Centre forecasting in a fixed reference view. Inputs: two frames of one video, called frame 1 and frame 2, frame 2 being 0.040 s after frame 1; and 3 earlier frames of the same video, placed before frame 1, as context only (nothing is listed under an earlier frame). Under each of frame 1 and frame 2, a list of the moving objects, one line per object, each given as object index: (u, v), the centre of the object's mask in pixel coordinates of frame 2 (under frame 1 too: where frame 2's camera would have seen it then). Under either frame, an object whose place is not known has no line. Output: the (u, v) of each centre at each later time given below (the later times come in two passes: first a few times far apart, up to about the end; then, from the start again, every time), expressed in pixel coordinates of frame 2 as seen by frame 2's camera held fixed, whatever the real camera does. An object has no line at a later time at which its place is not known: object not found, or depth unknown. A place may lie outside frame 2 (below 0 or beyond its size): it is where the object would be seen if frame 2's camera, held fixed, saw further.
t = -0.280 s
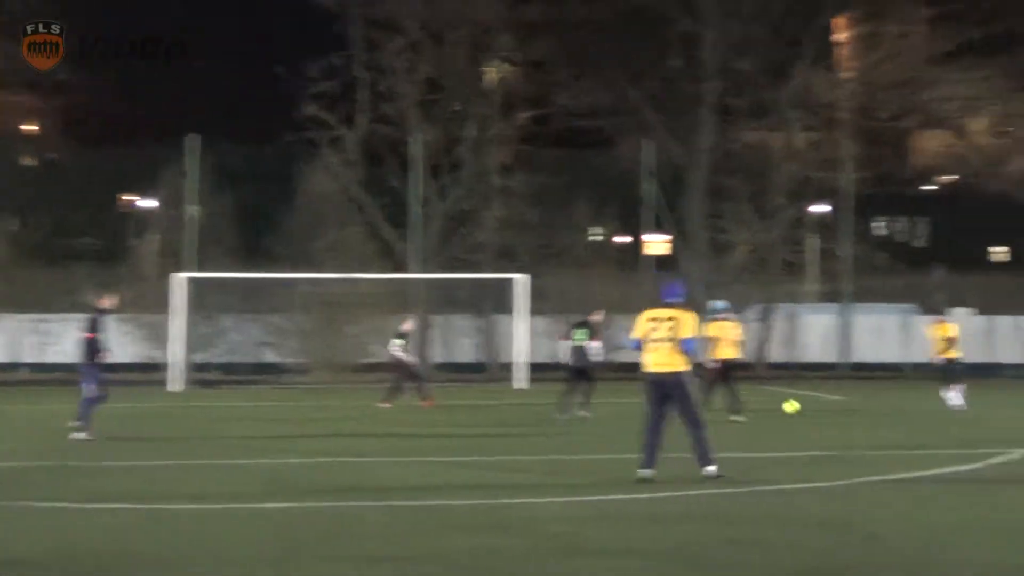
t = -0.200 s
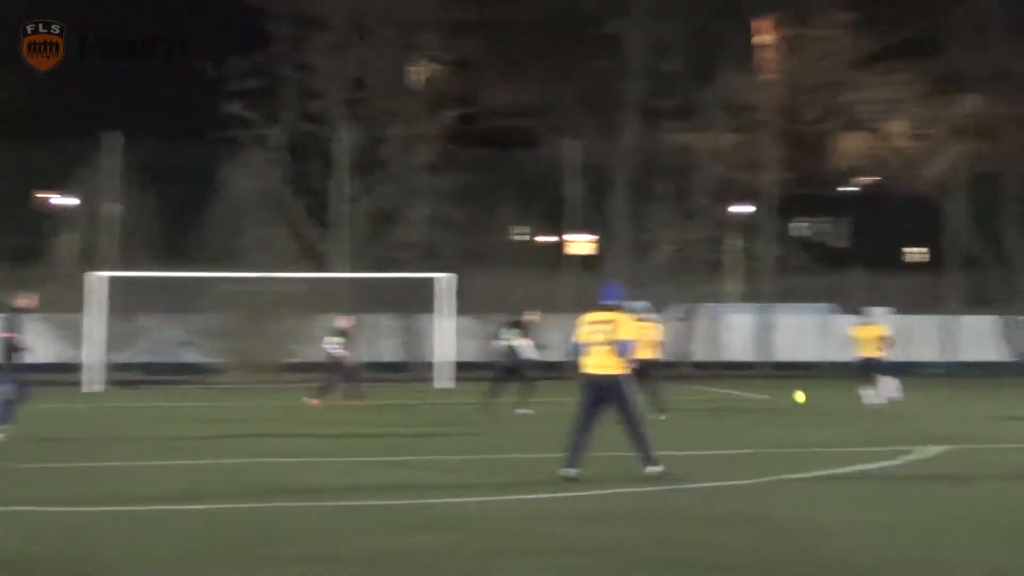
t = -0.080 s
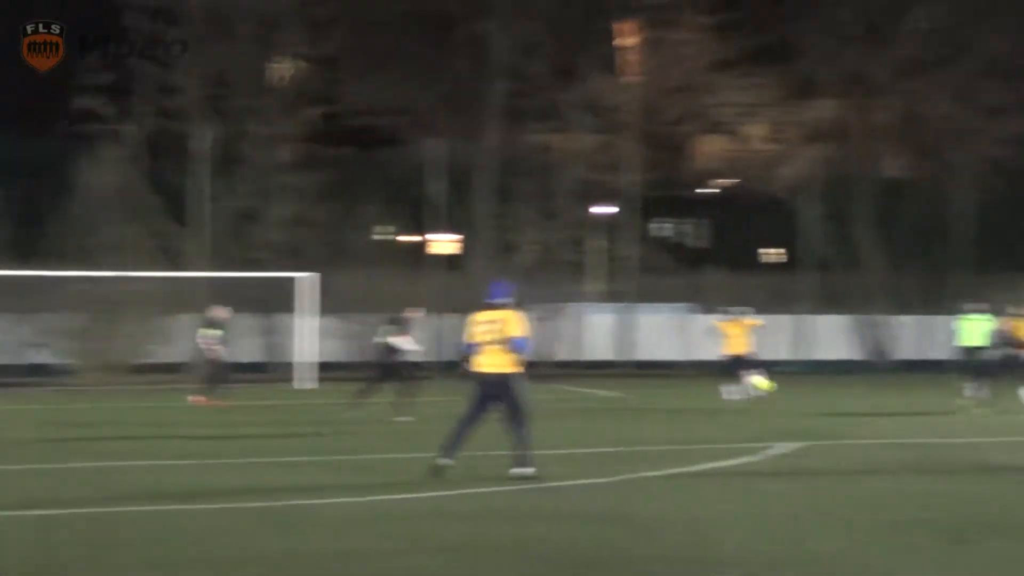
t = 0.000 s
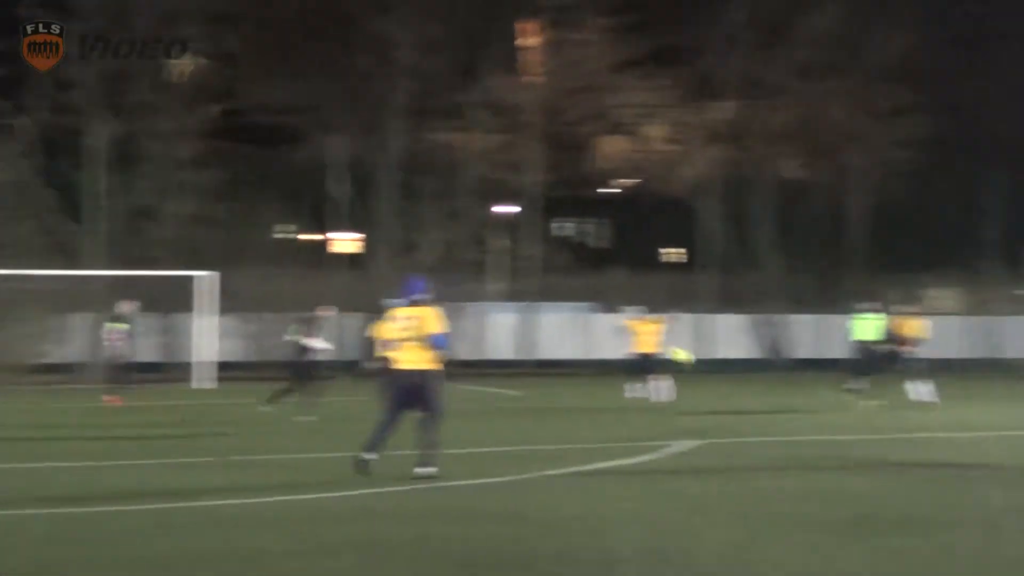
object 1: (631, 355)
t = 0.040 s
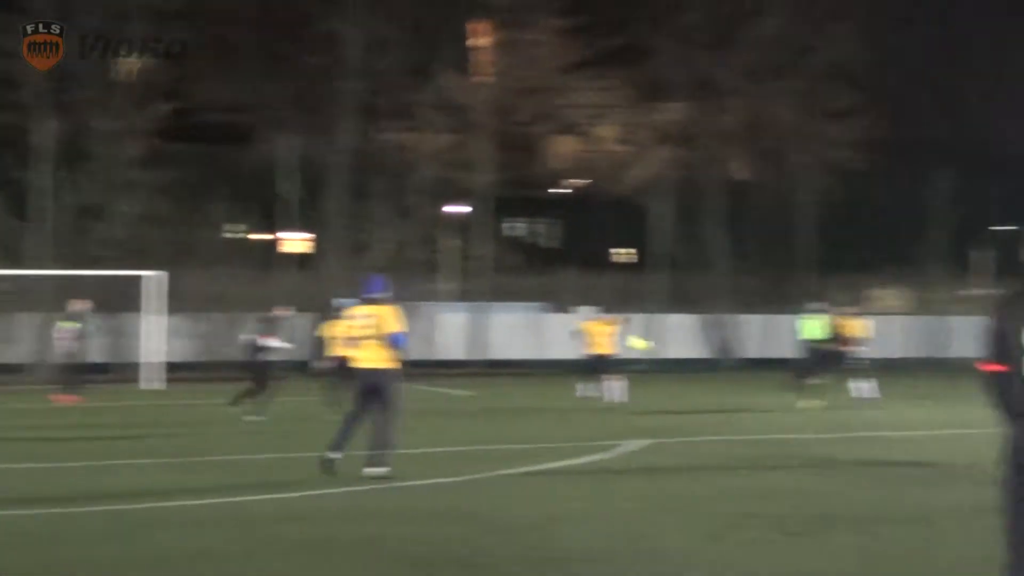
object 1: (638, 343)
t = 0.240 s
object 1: (685, 297)
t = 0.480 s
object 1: (746, 273)
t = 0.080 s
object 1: (647, 332)
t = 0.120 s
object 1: (657, 322)
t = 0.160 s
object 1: (665, 312)
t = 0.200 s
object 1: (675, 305)
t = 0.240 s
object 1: (685, 297)
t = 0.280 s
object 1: (695, 291)
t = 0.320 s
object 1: (704, 285)
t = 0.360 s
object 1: (714, 280)
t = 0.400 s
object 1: (725, 277)
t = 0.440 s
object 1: (735, 275)
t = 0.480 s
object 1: (746, 273)
